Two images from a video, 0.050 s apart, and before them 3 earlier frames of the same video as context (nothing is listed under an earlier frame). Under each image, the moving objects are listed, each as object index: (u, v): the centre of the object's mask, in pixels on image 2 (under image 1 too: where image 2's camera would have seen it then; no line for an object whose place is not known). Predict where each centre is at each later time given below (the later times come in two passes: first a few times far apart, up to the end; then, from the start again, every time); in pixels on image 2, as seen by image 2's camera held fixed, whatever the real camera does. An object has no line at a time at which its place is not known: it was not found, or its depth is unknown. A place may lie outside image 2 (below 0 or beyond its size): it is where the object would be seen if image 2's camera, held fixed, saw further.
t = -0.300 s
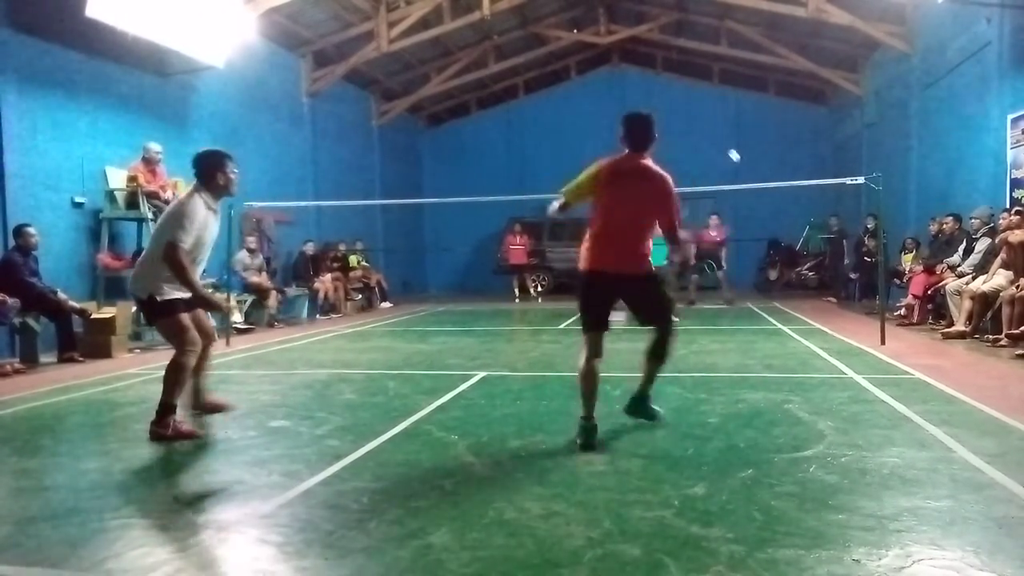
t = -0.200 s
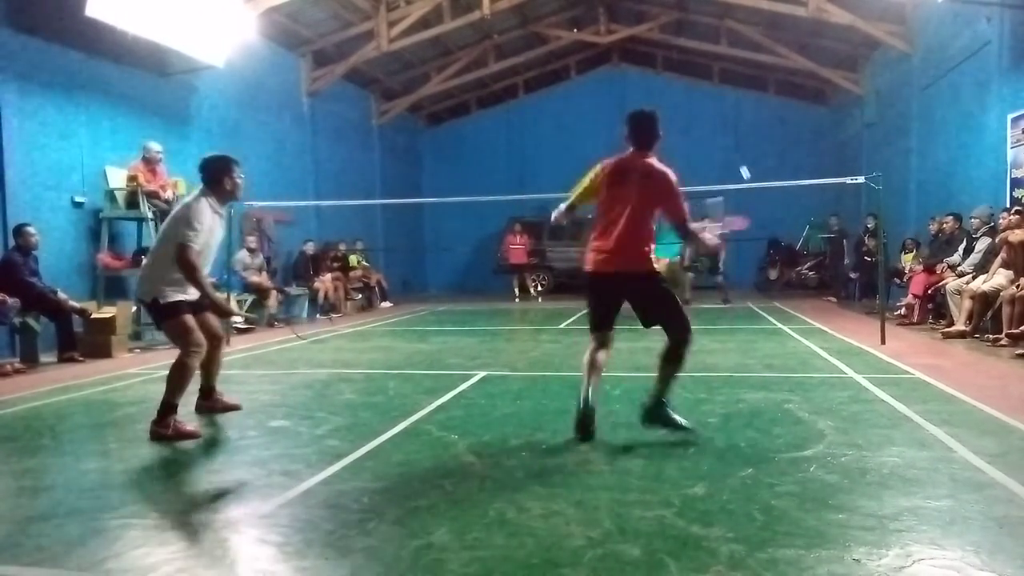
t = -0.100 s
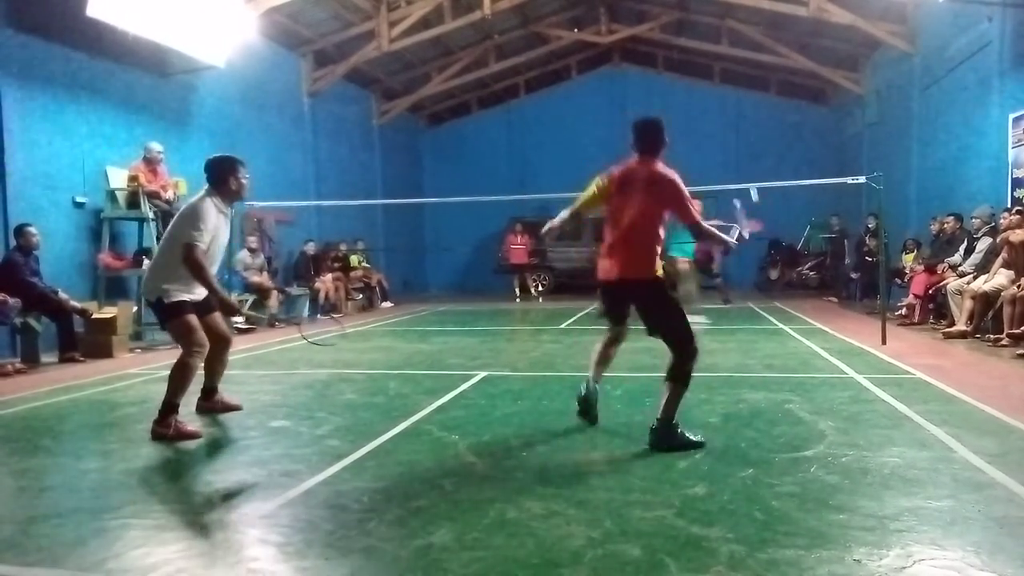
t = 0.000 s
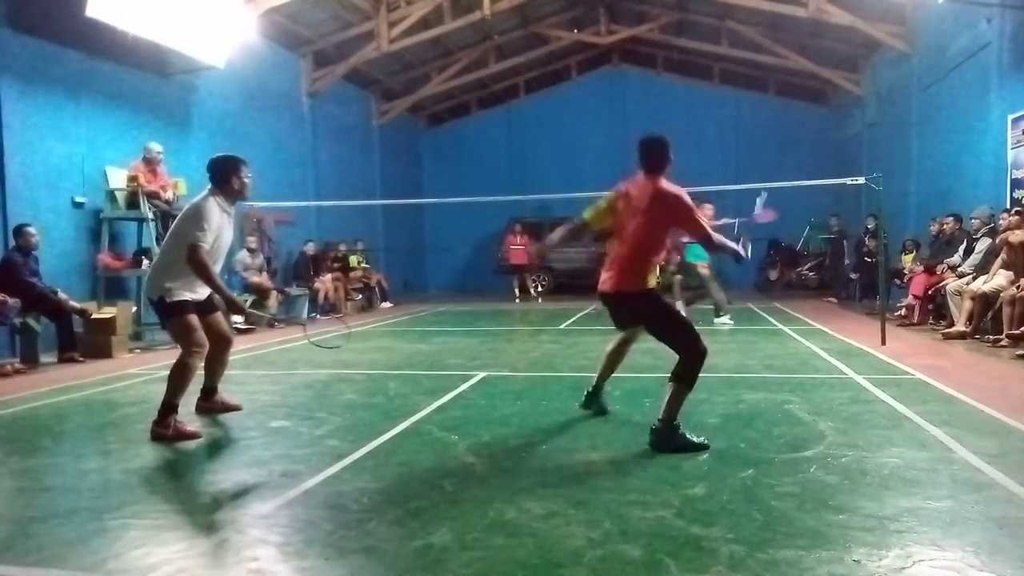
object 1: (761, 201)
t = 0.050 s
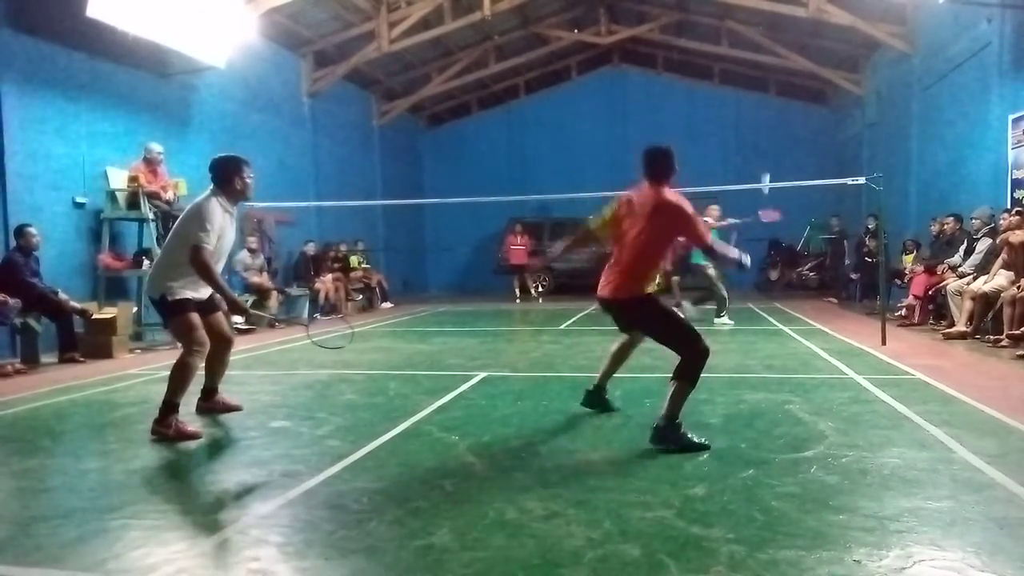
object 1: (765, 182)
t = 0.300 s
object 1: (768, 126)
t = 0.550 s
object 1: (781, 134)
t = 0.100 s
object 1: (766, 167)
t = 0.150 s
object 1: (767, 153)
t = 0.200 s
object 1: (765, 143)
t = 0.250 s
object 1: (766, 132)
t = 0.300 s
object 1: (768, 126)
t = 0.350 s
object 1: (771, 122)
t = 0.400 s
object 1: (775, 122)
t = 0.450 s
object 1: (778, 124)
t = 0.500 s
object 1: (780, 128)
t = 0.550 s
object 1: (781, 134)
